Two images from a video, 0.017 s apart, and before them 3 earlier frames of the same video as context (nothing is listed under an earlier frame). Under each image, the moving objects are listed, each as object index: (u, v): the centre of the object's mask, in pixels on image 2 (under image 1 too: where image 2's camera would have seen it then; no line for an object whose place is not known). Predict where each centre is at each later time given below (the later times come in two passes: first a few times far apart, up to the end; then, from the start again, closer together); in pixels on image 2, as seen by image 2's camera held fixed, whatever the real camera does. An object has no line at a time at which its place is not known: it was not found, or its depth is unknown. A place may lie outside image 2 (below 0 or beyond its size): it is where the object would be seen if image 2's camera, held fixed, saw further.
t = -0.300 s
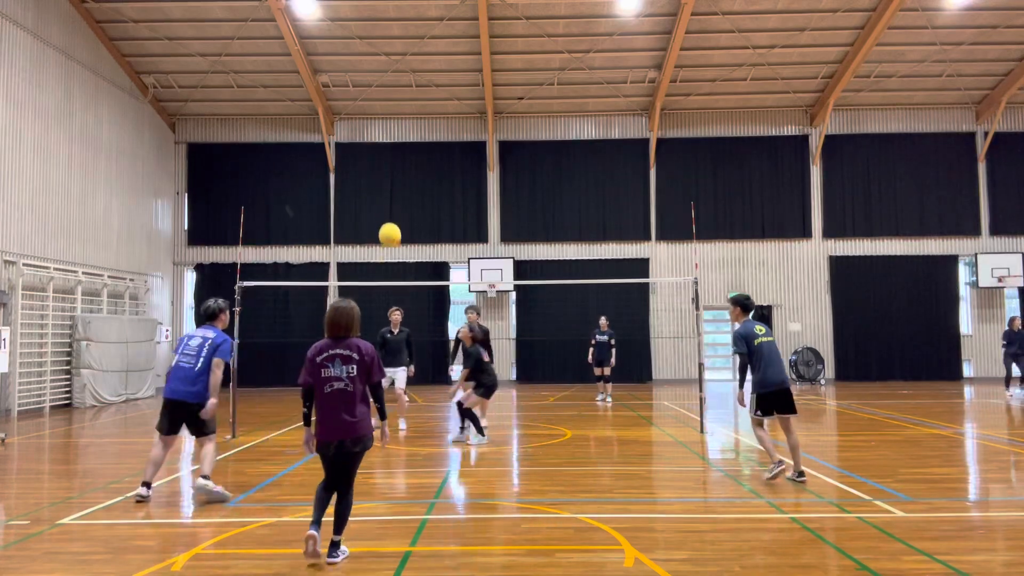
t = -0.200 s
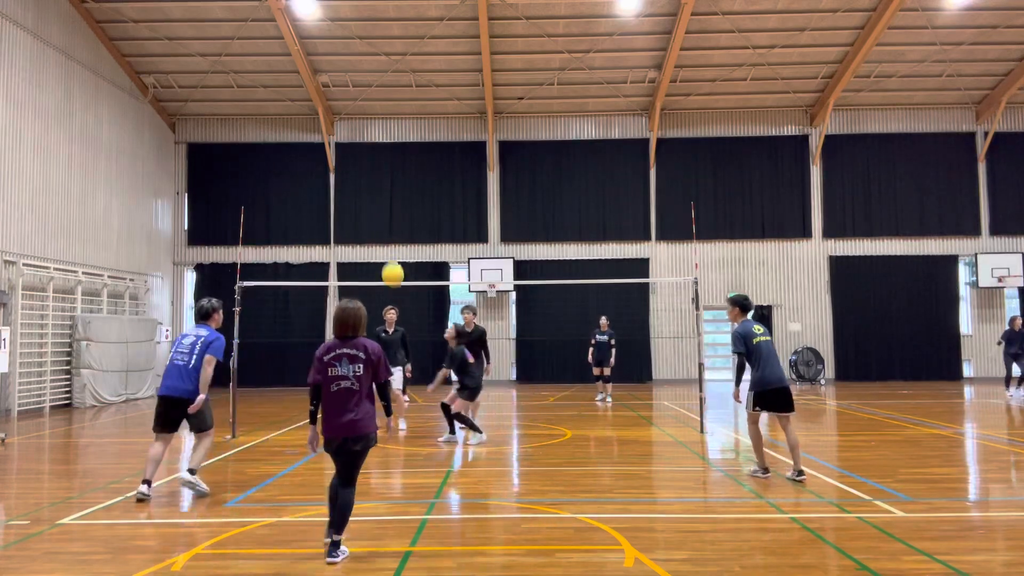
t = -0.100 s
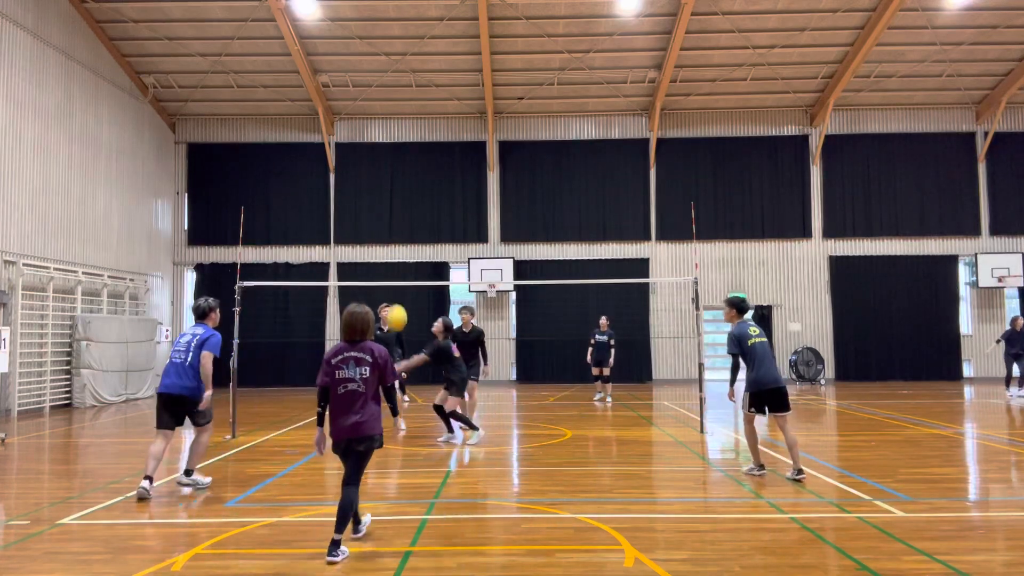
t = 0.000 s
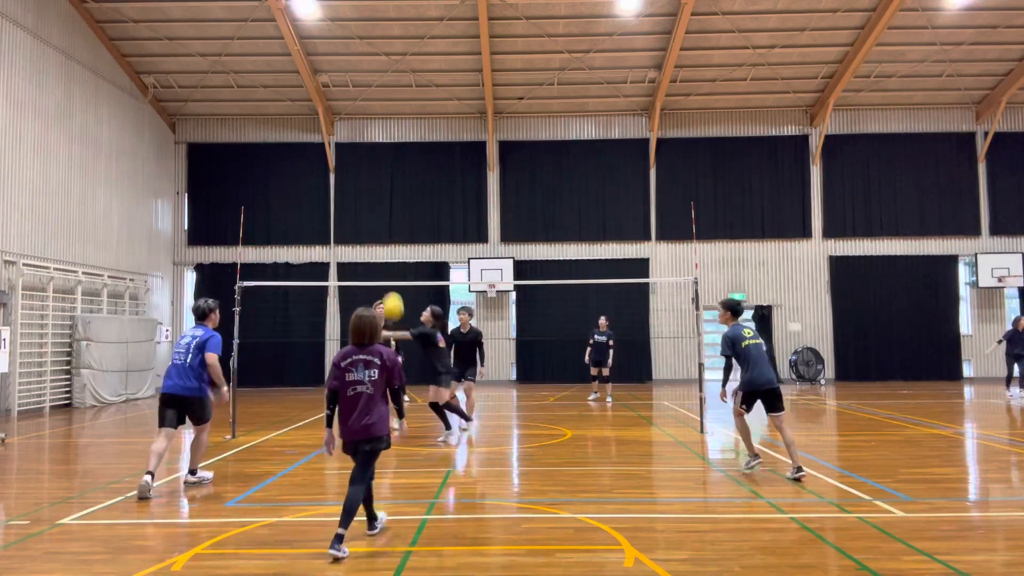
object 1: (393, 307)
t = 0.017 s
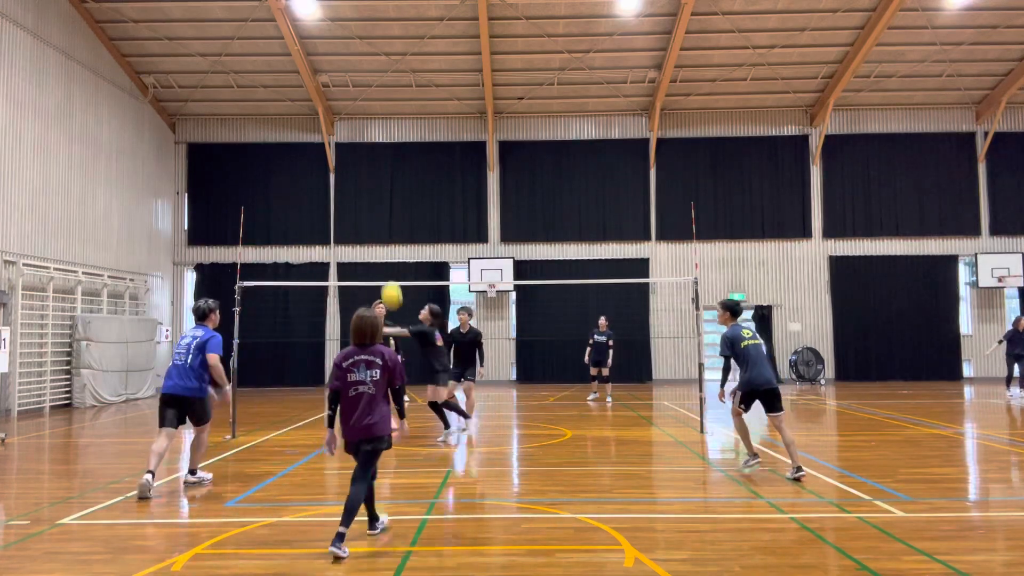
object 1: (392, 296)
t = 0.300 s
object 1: (371, 150)
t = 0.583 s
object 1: (350, 78)
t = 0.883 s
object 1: (331, 68)
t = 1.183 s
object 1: (314, 123)
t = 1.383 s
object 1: (303, 192)
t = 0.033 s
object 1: (390, 284)
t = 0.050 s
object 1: (389, 272)
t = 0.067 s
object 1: (388, 265)
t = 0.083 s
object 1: (386, 254)
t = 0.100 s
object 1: (385, 242)
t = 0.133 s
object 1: (383, 225)
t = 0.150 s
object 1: (382, 217)
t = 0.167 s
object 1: (381, 208)
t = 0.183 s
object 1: (380, 200)
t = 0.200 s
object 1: (379, 192)
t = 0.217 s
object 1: (377, 184)
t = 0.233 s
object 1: (376, 176)
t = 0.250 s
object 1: (375, 169)
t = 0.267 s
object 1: (374, 163)
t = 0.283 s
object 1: (372, 156)
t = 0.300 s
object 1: (371, 150)
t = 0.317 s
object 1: (370, 144)
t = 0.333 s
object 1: (369, 138)
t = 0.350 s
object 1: (367, 132)
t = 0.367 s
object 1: (366, 126)
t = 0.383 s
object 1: (364, 120)
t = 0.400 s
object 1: (363, 116)
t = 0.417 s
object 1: (362, 111)
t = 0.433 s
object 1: (361, 107)
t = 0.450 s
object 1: (359, 103)
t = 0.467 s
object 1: (358, 100)
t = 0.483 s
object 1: (357, 94)
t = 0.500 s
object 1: (356, 92)
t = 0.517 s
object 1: (354, 88)
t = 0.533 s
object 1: (353, 85)
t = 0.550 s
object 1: (352, 83)
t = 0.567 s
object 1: (351, 81)
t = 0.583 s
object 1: (350, 78)
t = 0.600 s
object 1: (349, 75)
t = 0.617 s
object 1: (348, 73)
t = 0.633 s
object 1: (347, 72)
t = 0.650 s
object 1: (346, 70)
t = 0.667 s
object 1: (344, 69)
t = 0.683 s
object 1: (343, 68)
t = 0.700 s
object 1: (342, 67)
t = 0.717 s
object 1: (341, 66)
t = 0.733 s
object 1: (340, 66)
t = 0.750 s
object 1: (339, 65)
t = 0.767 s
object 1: (338, 65)
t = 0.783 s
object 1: (337, 65)
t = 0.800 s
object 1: (336, 65)
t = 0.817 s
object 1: (335, 65)
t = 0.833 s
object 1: (333, 66)
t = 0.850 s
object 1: (333, 67)
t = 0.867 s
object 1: (332, 67)
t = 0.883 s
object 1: (331, 68)
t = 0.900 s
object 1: (329, 70)
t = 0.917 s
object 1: (328, 72)
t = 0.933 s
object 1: (327, 74)
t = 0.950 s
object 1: (327, 76)
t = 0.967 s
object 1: (326, 78)
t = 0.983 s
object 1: (325, 80)
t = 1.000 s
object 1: (324, 83)
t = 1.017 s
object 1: (323, 85)
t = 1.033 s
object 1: (322, 88)
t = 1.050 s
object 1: (321, 92)
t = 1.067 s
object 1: (320, 95)
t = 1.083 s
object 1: (319, 98)
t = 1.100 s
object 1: (318, 102)
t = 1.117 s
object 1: (317, 106)
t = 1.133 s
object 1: (316, 110)
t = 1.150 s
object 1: (316, 114)
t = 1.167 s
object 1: (315, 119)
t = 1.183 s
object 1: (314, 123)
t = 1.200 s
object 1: (313, 128)
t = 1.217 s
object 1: (312, 133)
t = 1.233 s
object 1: (311, 138)
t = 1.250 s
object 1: (310, 144)
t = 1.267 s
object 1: (309, 149)
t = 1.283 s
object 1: (308, 155)
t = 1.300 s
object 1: (308, 161)
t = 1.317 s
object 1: (307, 166)
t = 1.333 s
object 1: (306, 173)
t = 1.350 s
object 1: (305, 179)
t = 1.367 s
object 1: (304, 185)
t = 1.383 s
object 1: (303, 192)
